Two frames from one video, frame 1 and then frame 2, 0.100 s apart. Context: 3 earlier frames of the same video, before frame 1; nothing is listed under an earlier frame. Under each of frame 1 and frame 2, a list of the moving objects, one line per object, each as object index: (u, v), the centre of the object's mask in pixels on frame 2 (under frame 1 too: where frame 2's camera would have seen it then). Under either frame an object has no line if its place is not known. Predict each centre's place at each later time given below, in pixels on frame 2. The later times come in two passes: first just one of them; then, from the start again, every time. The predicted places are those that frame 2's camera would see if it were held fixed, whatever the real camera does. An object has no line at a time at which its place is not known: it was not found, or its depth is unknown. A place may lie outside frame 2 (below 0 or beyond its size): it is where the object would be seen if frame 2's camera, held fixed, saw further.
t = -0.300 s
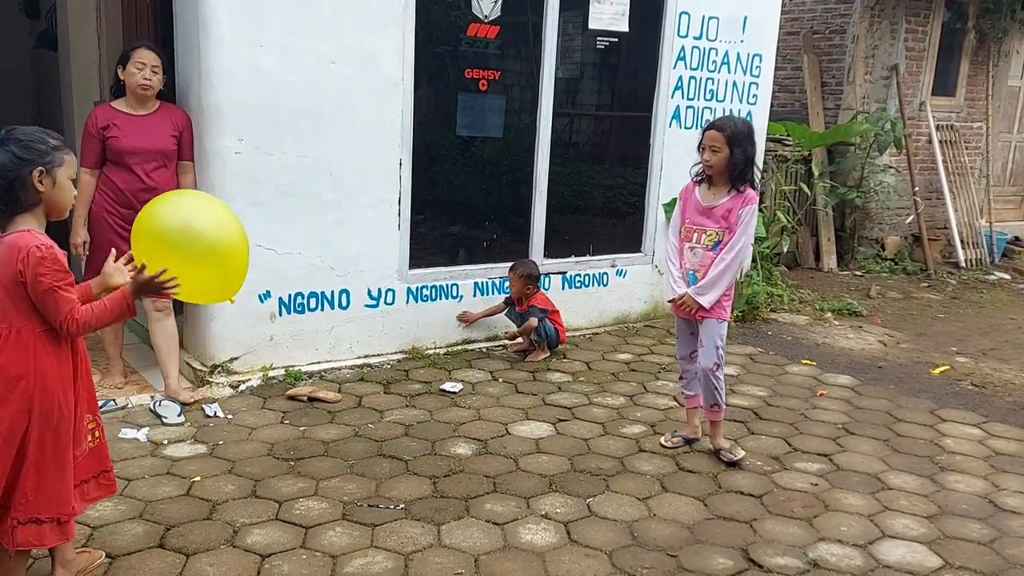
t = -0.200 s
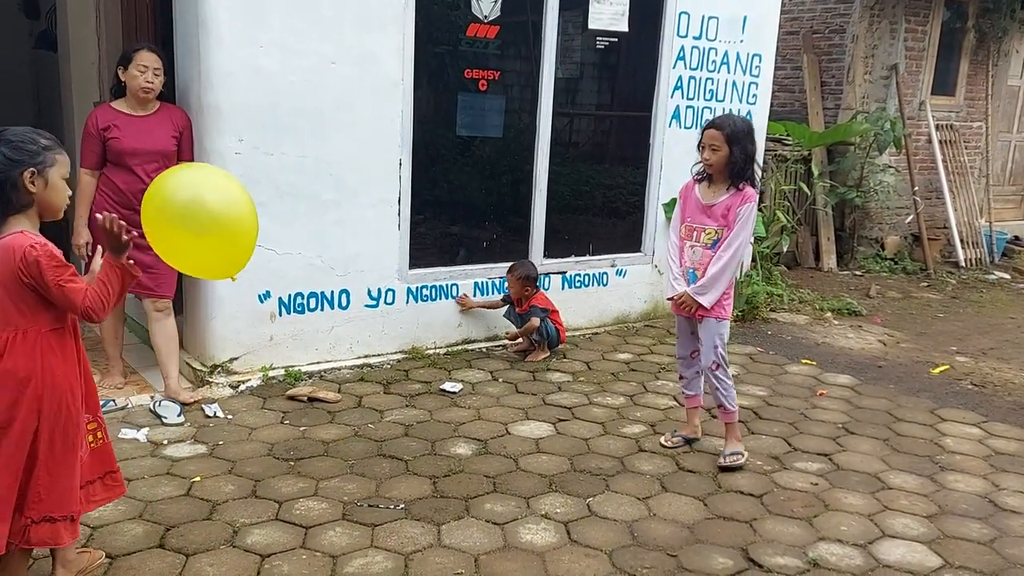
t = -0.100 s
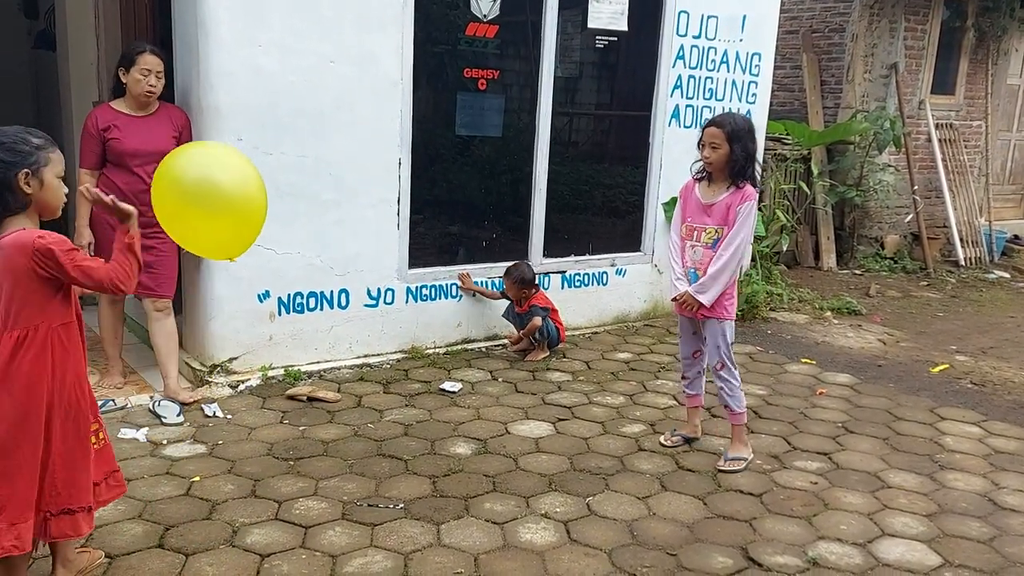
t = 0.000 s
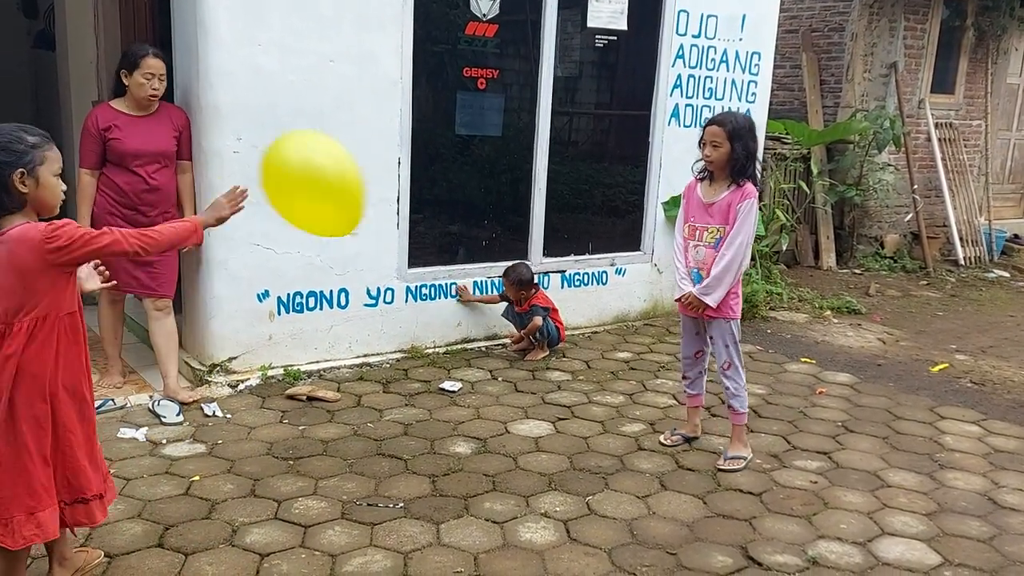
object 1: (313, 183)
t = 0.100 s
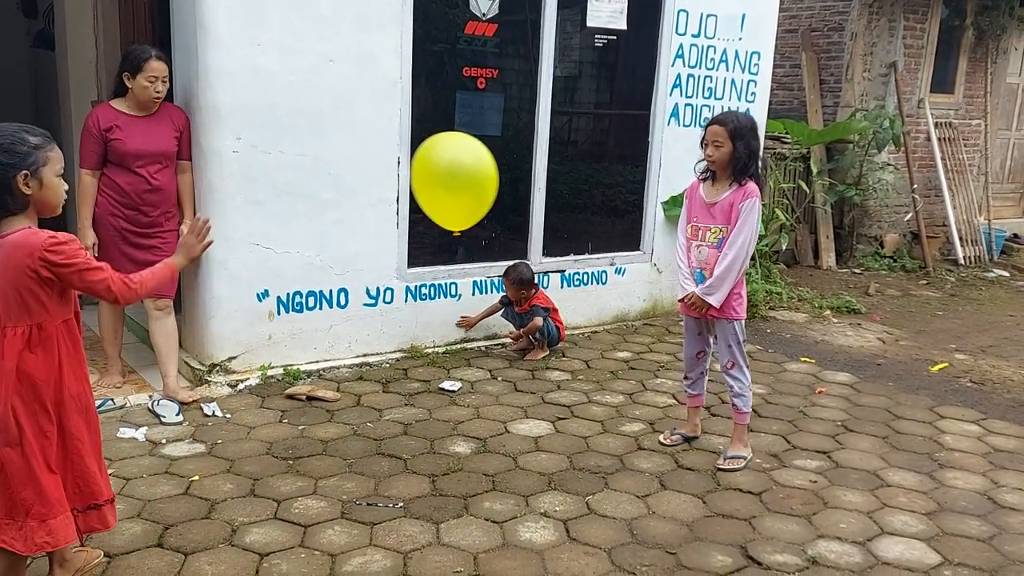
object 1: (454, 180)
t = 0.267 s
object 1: (553, 188)
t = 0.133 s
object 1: (485, 179)
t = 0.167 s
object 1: (509, 180)
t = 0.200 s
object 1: (528, 182)
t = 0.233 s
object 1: (542, 185)
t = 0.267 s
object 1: (553, 188)
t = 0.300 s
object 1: (561, 191)
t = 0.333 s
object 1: (567, 194)
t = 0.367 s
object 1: (573, 197)
